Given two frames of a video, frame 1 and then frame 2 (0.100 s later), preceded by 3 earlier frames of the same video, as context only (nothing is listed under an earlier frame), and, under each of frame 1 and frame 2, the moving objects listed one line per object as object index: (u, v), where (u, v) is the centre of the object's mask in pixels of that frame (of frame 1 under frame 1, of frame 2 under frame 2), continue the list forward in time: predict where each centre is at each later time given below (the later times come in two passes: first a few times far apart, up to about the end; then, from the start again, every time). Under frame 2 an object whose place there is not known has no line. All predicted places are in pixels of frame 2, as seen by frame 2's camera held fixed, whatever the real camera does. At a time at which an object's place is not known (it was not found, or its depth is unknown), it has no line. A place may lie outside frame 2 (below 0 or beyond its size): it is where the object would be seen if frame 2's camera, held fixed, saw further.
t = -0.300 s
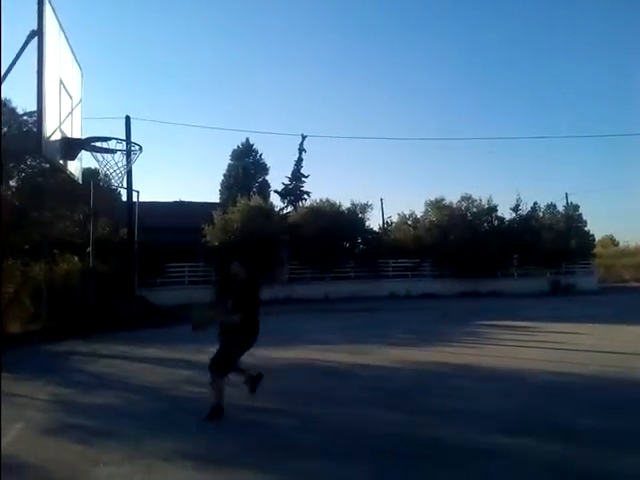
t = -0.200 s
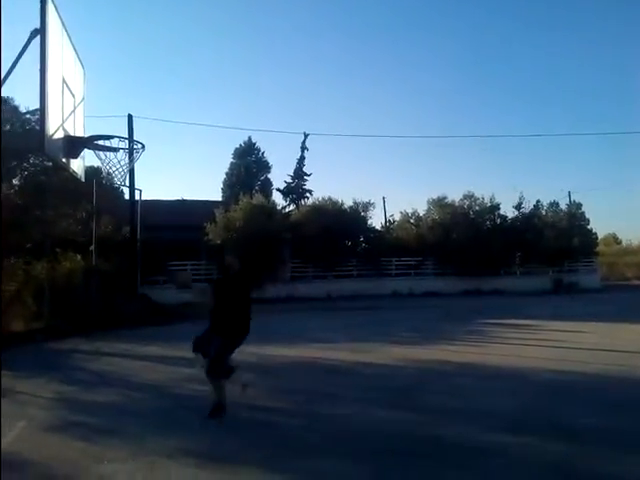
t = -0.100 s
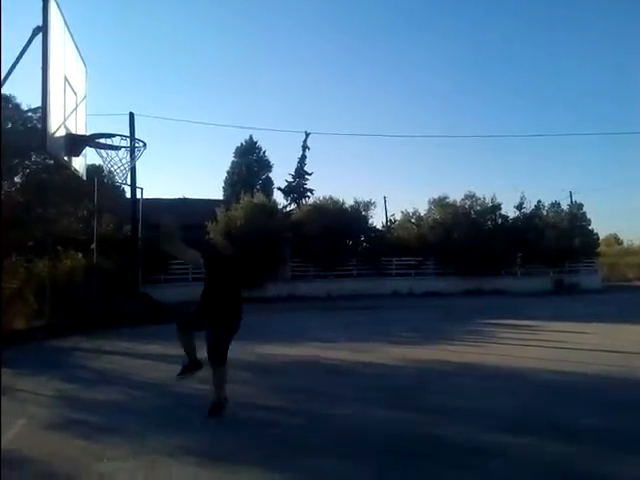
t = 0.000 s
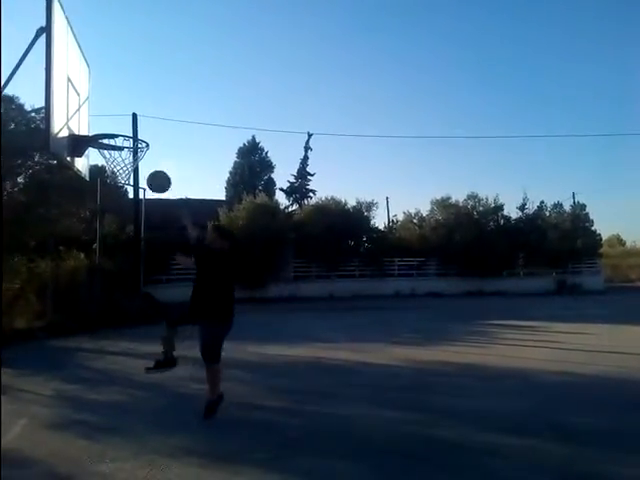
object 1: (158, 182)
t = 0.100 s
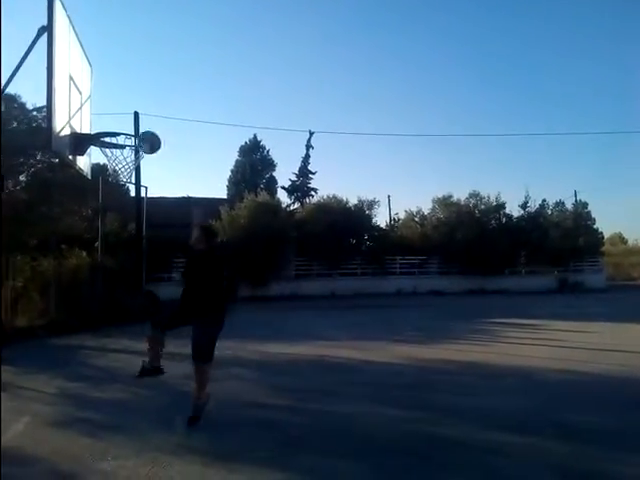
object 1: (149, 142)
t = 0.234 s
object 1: (131, 105)
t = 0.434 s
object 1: (104, 78)
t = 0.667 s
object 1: (108, 96)
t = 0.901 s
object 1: (125, 158)
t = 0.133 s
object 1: (145, 131)
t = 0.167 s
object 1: (140, 121)
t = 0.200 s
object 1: (135, 113)
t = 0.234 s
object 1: (131, 105)
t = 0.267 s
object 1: (127, 98)
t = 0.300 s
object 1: (122, 92)
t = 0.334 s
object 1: (118, 87)
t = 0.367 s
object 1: (113, 83)
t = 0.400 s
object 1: (109, 80)
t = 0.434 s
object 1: (104, 78)
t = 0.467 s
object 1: (100, 78)
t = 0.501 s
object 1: (95, 78)
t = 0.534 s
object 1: (96, 79)
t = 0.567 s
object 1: (99, 82)
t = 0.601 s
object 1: (103, 85)
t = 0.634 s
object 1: (105, 90)
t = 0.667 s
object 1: (108, 96)
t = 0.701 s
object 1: (110, 103)
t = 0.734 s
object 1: (113, 111)
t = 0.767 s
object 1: (116, 120)
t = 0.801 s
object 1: (119, 131)
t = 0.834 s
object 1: (122, 141)
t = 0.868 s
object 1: (124, 149)
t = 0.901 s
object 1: (125, 158)
